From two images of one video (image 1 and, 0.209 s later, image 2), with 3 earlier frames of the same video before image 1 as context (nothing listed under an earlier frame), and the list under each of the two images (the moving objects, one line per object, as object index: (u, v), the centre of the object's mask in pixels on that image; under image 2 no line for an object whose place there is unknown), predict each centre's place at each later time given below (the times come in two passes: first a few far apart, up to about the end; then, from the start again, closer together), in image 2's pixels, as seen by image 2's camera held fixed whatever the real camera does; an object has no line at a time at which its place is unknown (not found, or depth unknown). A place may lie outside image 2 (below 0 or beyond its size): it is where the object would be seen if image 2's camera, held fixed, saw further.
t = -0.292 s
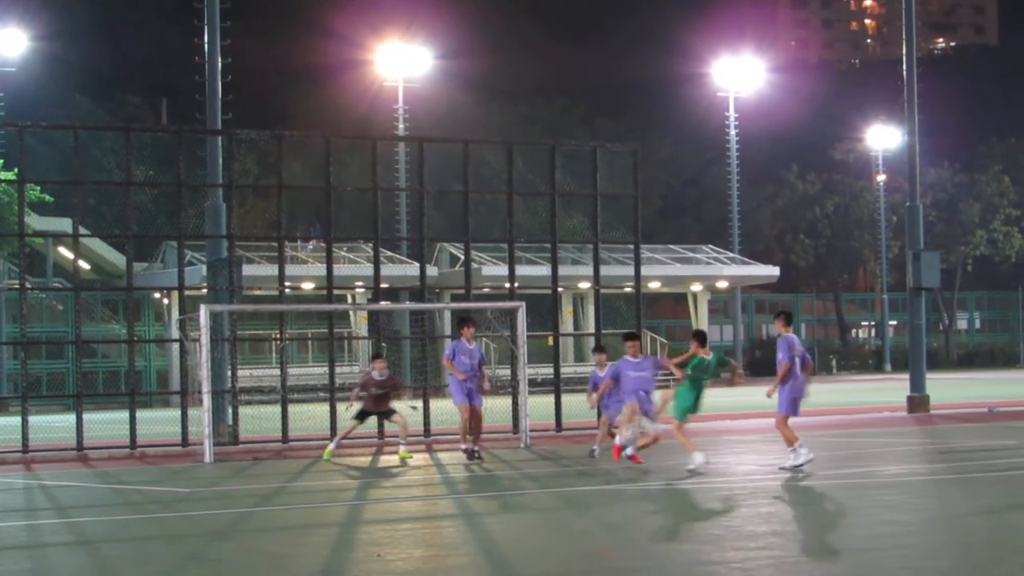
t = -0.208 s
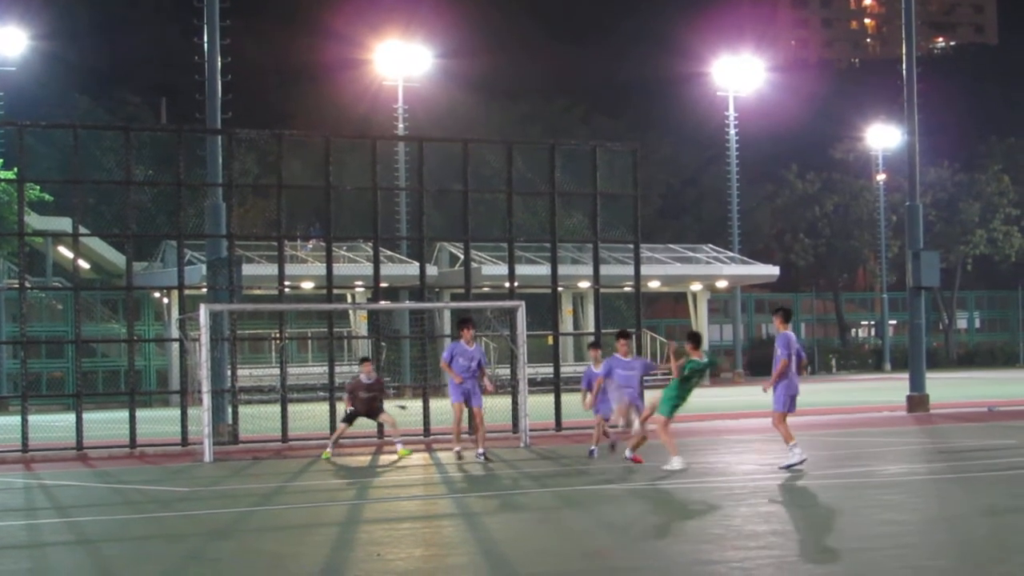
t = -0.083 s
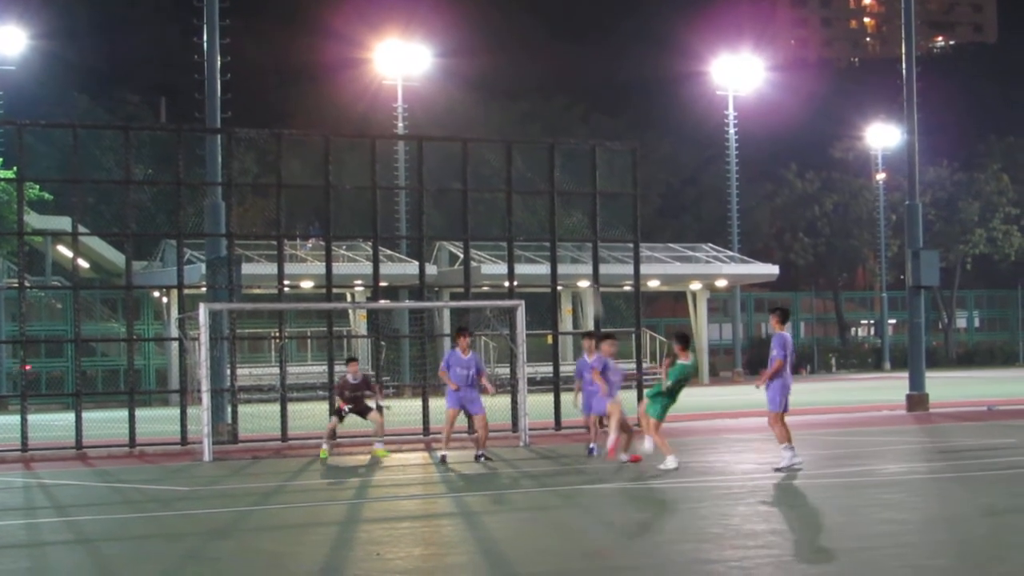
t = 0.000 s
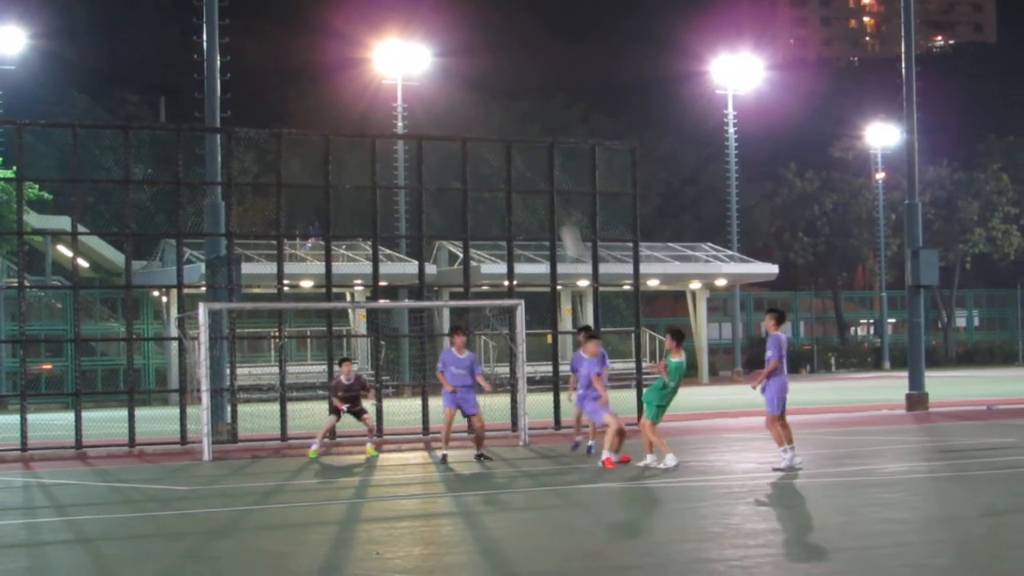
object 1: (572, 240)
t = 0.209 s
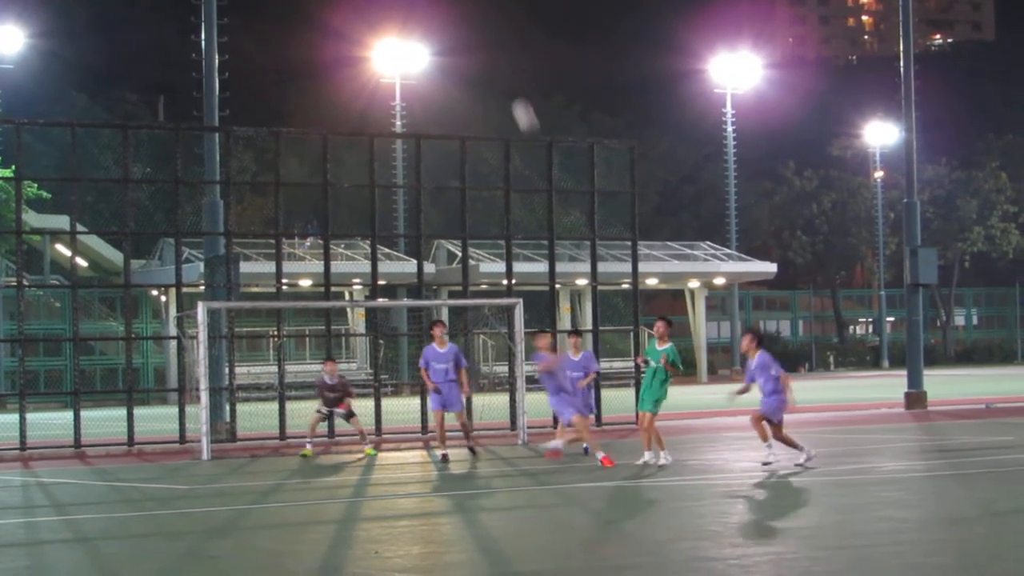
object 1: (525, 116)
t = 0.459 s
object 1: (469, 10)
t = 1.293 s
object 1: (247, 46)
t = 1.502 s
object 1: (185, 190)
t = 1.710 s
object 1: (118, 405)
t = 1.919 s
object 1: (59, 432)
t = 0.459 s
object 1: (469, 10)
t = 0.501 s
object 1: (460, 4)
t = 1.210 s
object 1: (267, 14)
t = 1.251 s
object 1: (259, 25)
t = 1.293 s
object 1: (247, 46)
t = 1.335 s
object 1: (236, 69)
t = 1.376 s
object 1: (223, 95)
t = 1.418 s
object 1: (210, 124)
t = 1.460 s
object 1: (197, 156)
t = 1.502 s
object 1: (185, 190)
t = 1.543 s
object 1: (172, 226)
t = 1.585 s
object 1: (156, 266)
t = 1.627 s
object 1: (143, 311)
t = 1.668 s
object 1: (129, 363)
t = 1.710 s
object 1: (118, 405)
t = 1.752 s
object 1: (101, 466)
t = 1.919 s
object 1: (59, 432)
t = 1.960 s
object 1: (45, 390)
